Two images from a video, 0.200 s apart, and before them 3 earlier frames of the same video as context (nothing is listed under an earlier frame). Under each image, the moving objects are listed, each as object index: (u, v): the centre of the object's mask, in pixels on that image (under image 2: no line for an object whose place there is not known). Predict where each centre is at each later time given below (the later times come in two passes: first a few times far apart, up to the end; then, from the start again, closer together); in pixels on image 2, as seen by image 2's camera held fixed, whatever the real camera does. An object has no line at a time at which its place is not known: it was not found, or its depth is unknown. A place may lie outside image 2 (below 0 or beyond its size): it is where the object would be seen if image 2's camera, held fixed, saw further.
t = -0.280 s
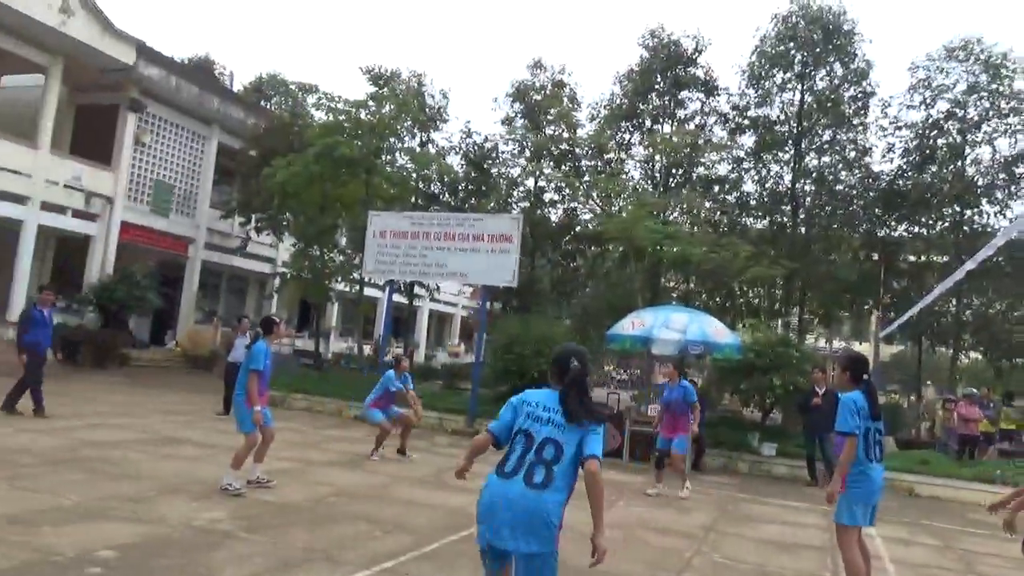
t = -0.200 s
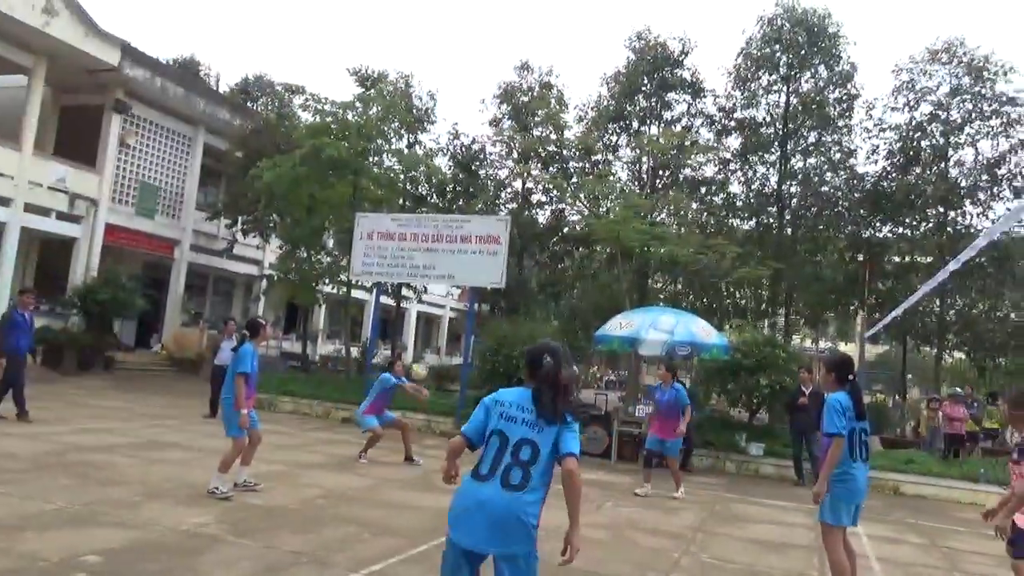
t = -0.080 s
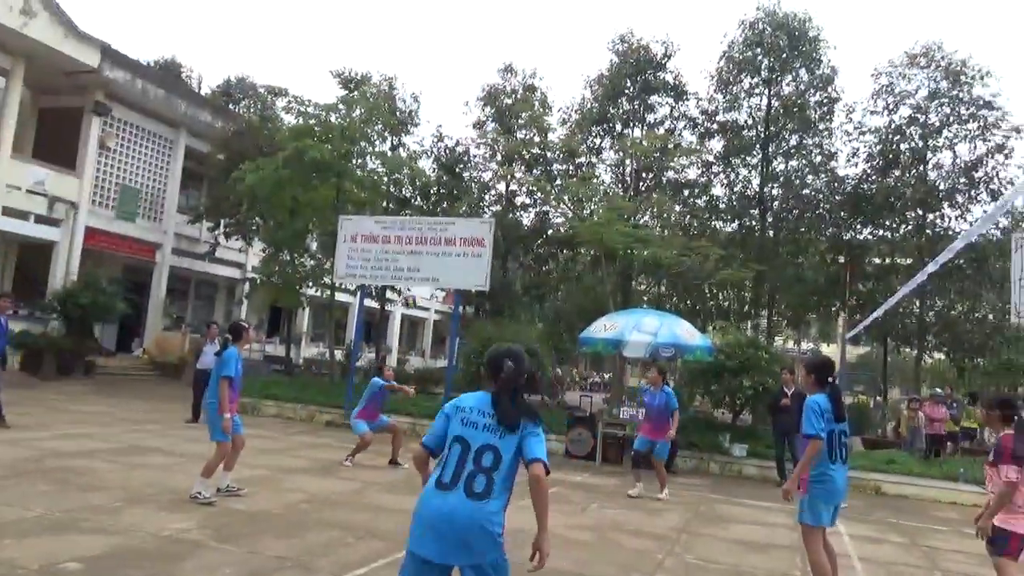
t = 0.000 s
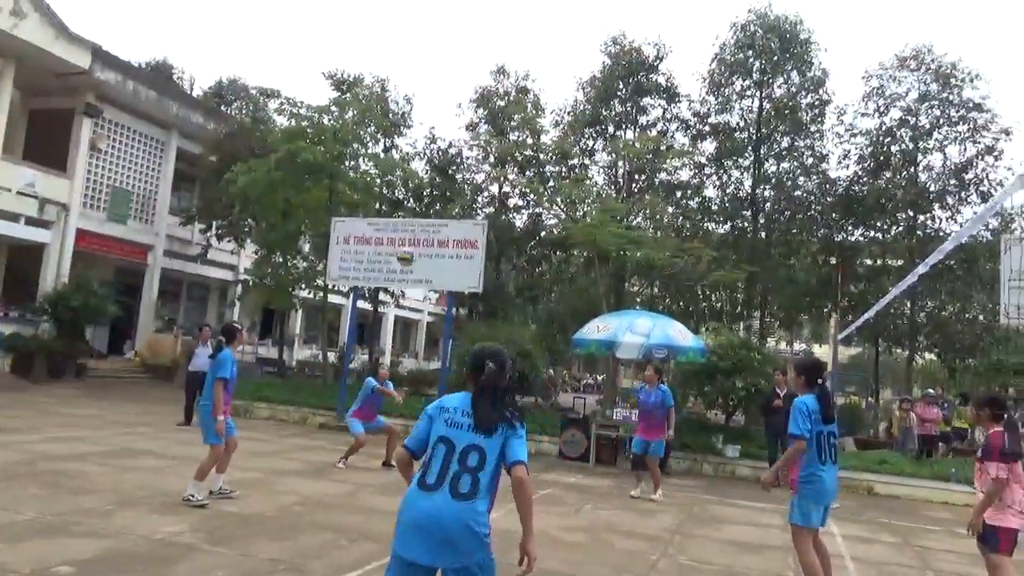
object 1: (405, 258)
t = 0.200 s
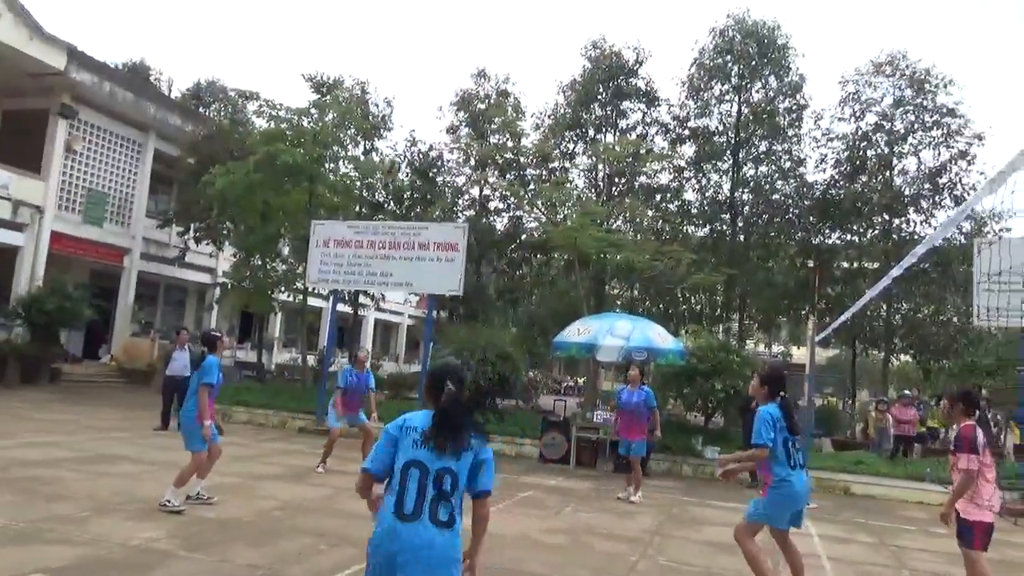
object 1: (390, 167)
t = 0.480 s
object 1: (394, 81)
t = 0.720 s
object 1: (388, 62)
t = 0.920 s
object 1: (381, 92)
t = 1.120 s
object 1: (363, 179)
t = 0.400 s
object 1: (395, 99)
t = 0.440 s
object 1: (394, 90)
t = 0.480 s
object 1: (394, 81)
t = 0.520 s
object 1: (393, 74)
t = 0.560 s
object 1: (392, 69)
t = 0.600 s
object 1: (392, 65)
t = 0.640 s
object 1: (392, 62)
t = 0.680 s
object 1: (390, 61)
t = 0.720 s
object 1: (388, 62)
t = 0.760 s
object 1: (387, 65)
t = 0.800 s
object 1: (385, 69)
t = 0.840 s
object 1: (383, 76)
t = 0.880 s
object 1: (381, 84)
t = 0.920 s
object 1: (381, 92)
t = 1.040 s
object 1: (370, 136)
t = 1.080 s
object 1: (367, 153)
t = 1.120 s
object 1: (363, 179)
